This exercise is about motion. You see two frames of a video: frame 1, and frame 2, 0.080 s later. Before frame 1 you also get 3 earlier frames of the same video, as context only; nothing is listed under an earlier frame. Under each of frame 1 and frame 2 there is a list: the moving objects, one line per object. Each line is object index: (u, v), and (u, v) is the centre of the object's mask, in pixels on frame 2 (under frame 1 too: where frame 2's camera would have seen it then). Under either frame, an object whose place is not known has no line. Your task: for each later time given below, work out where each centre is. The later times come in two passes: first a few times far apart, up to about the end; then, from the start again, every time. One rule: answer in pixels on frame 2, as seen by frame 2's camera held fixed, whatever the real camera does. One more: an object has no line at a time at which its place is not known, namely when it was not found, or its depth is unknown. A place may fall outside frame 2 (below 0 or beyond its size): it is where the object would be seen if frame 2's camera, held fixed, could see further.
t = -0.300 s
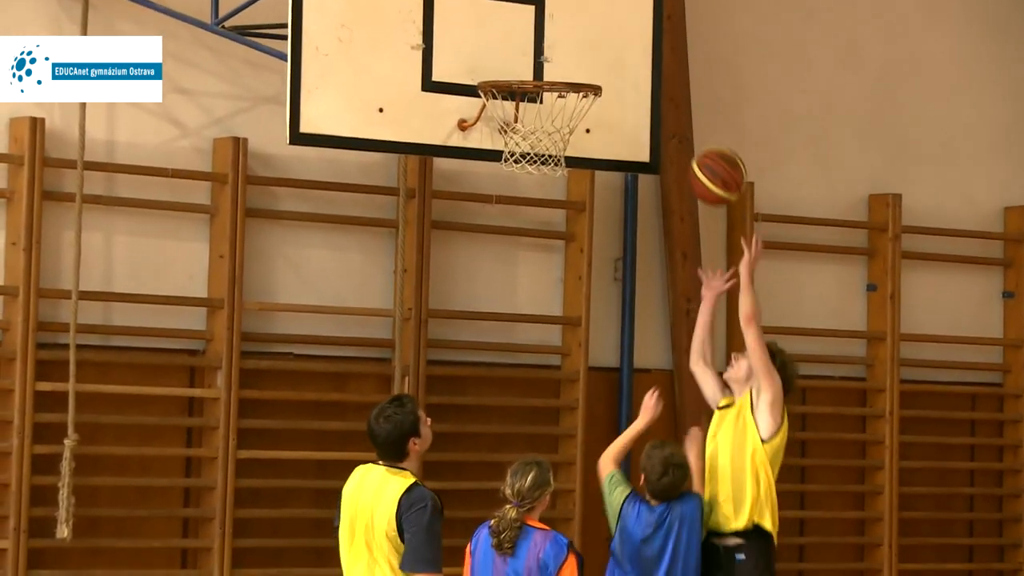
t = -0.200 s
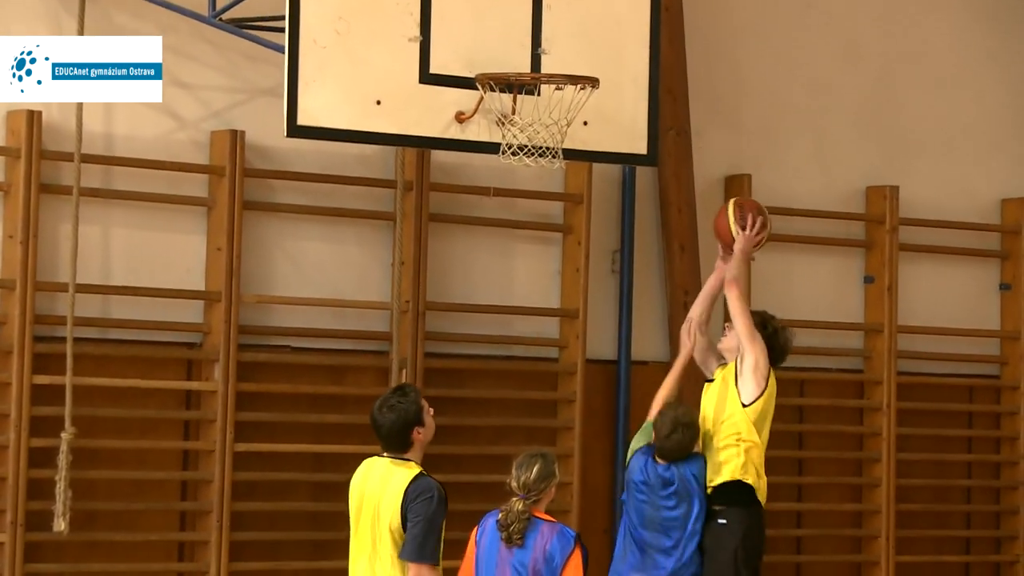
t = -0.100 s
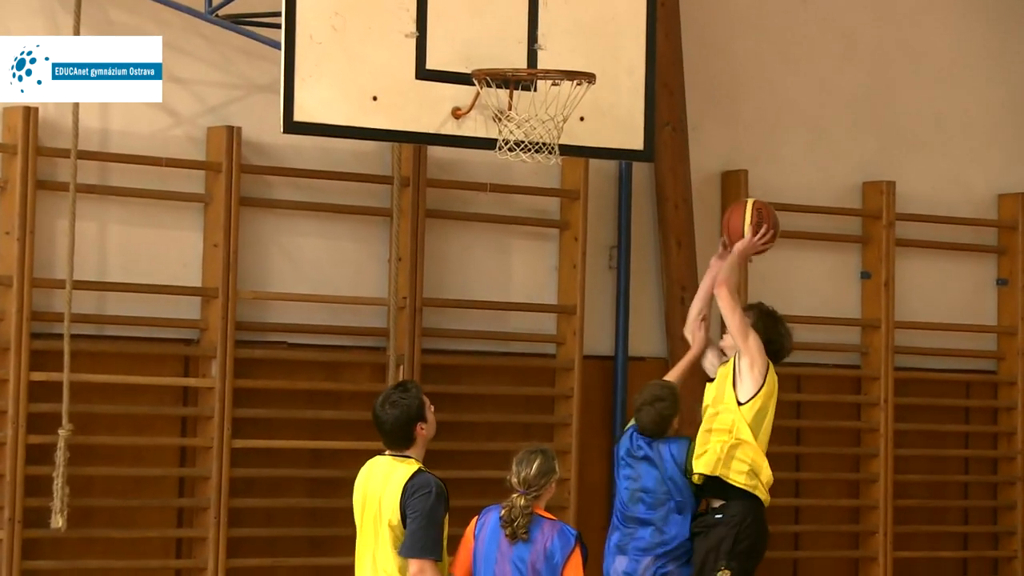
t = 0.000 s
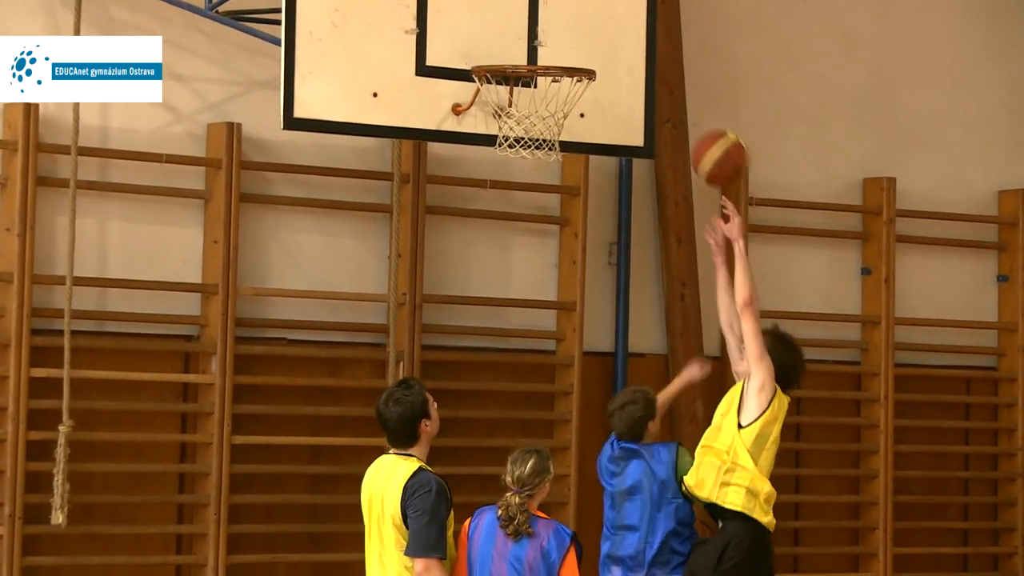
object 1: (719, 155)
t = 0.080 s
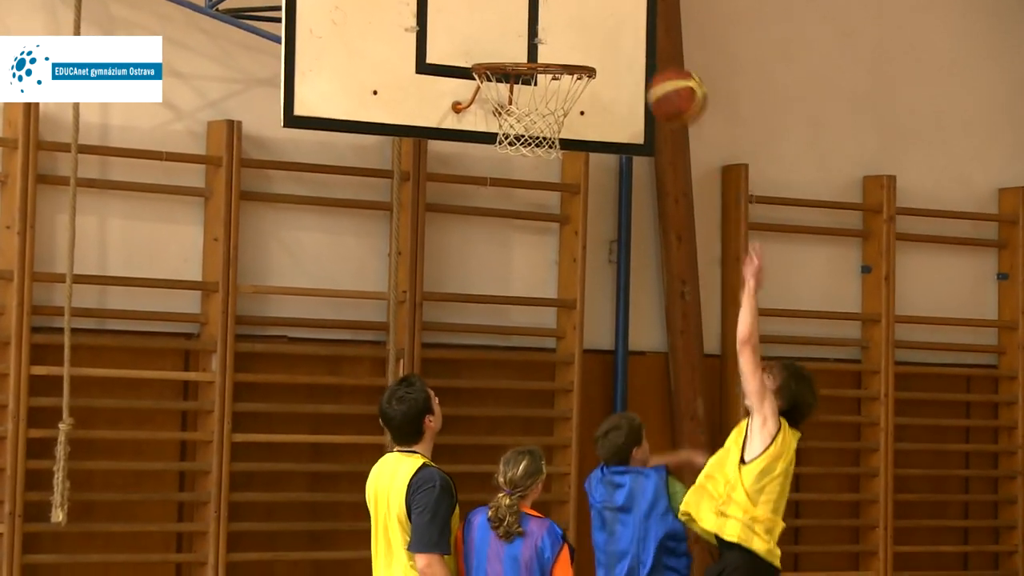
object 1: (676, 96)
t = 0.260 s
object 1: (575, 21)
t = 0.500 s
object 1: (480, 26)
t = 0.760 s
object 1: (446, 32)
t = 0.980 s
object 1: (416, 147)
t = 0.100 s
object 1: (665, 84)
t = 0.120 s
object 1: (653, 72)
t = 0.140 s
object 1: (643, 61)
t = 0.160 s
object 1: (632, 51)
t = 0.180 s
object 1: (621, 42)
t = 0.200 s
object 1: (609, 34)
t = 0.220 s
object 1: (598, 28)
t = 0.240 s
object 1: (587, 24)
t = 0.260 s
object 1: (575, 21)
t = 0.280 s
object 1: (564, 19)
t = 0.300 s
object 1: (552, 17)
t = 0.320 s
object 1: (540, 16)
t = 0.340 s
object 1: (529, 15)
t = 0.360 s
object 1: (518, 15)
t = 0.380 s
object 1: (508, 15)
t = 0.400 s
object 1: (503, 15)
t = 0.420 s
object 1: (498, 16)
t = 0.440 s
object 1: (493, 17)
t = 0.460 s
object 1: (489, 19)
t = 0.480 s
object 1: (484, 22)
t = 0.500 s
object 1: (480, 26)
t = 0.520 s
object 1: (475, 32)
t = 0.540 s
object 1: (472, 35)
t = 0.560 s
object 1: (470, 31)
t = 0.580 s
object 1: (468, 27)
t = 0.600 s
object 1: (466, 25)
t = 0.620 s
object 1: (463, 24)
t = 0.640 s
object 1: (461, 23)
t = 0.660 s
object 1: (459, 23)
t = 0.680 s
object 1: (456, 24)
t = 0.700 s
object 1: (453, 25)
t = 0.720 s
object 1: (451, 27)
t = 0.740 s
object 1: (449, 29)
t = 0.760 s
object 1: (446, 32)
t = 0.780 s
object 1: (444, 36)
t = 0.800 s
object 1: (441, 42)
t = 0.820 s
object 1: (439, 49)
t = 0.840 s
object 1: (436, 58)
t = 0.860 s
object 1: (433, 67)
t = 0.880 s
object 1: (431, 77)
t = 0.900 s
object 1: (428, 89)
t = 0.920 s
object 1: (425, 102)
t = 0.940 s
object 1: (422, 115)
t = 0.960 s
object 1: (419, 130)
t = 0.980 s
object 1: (416, 147)
